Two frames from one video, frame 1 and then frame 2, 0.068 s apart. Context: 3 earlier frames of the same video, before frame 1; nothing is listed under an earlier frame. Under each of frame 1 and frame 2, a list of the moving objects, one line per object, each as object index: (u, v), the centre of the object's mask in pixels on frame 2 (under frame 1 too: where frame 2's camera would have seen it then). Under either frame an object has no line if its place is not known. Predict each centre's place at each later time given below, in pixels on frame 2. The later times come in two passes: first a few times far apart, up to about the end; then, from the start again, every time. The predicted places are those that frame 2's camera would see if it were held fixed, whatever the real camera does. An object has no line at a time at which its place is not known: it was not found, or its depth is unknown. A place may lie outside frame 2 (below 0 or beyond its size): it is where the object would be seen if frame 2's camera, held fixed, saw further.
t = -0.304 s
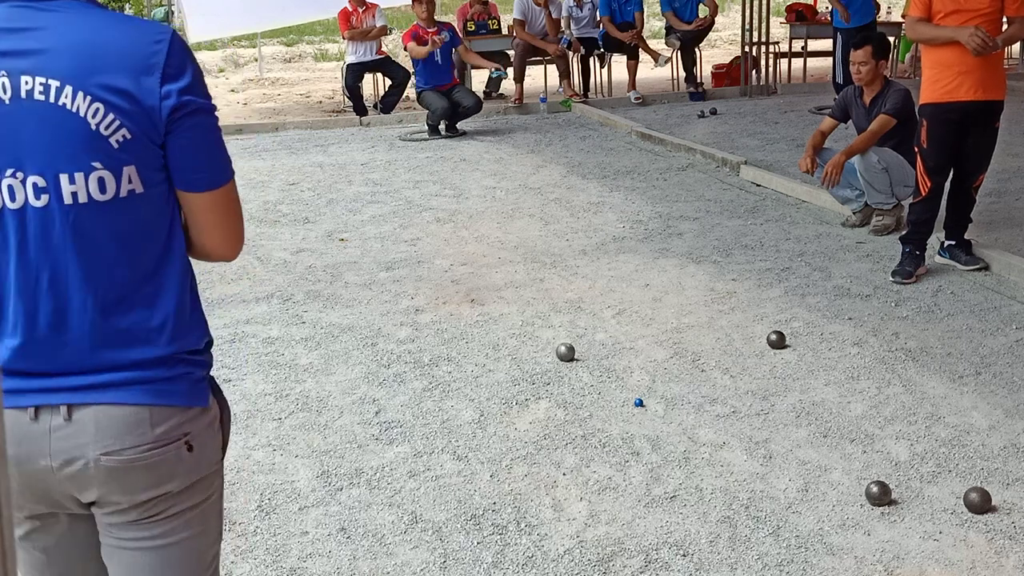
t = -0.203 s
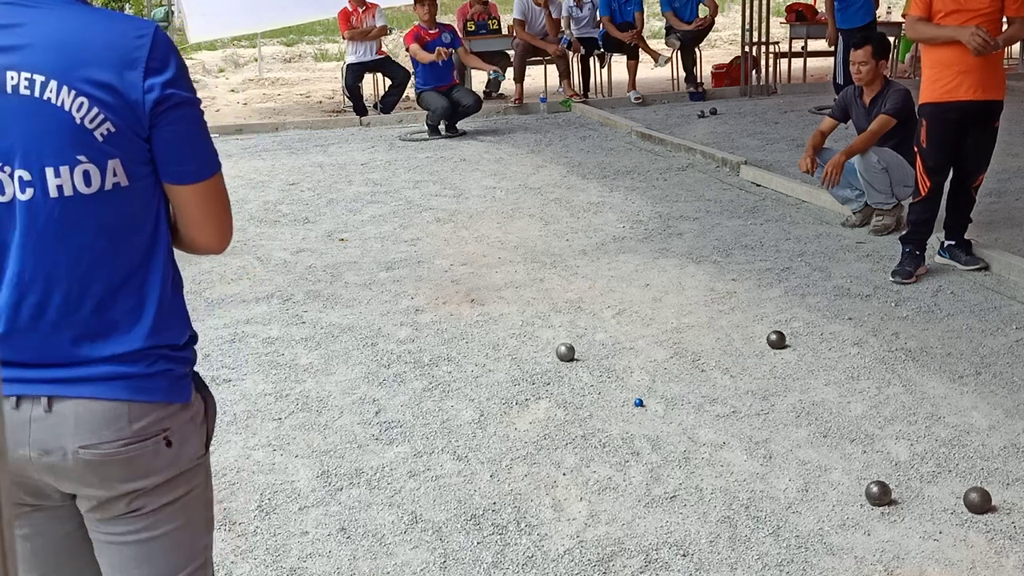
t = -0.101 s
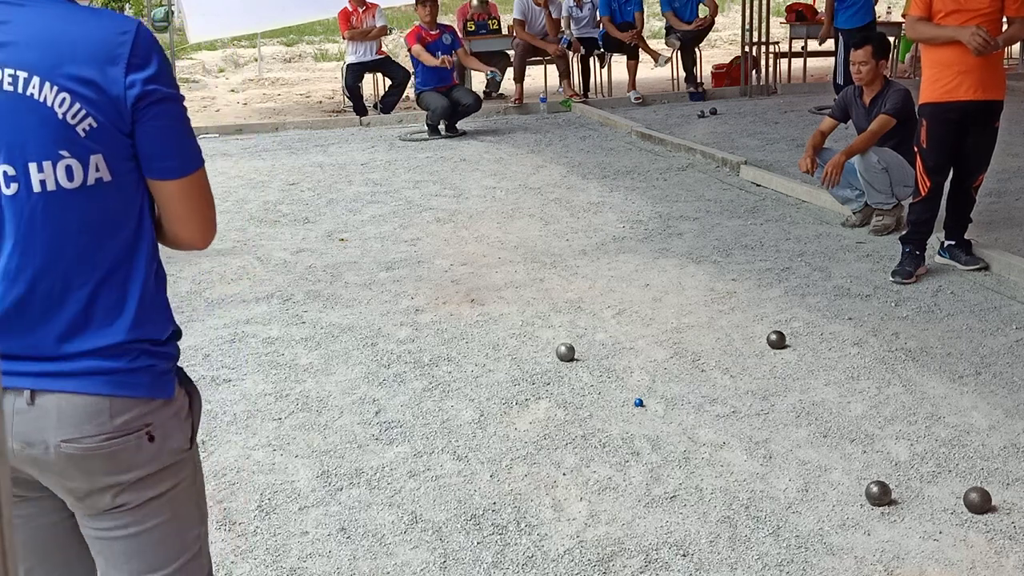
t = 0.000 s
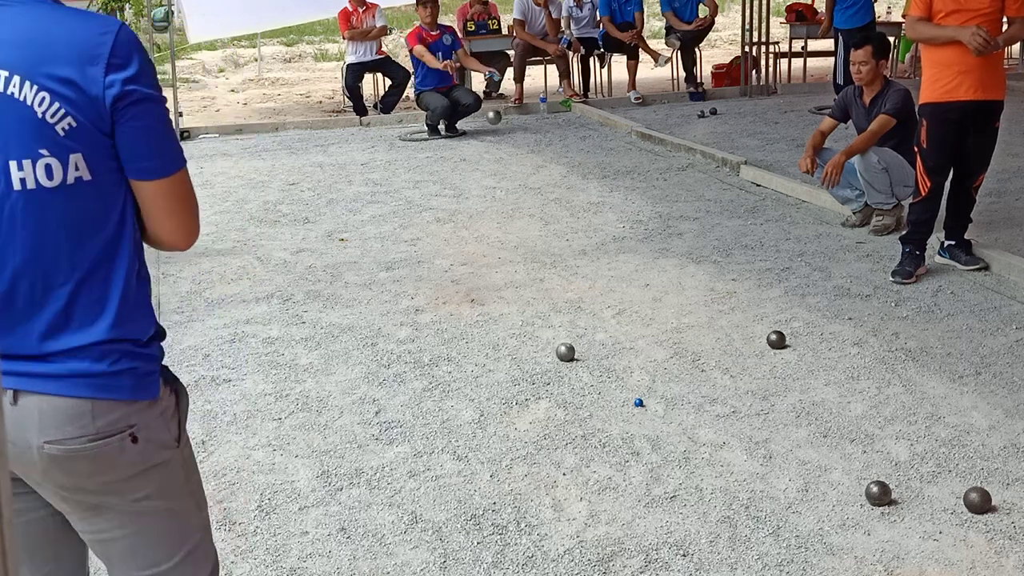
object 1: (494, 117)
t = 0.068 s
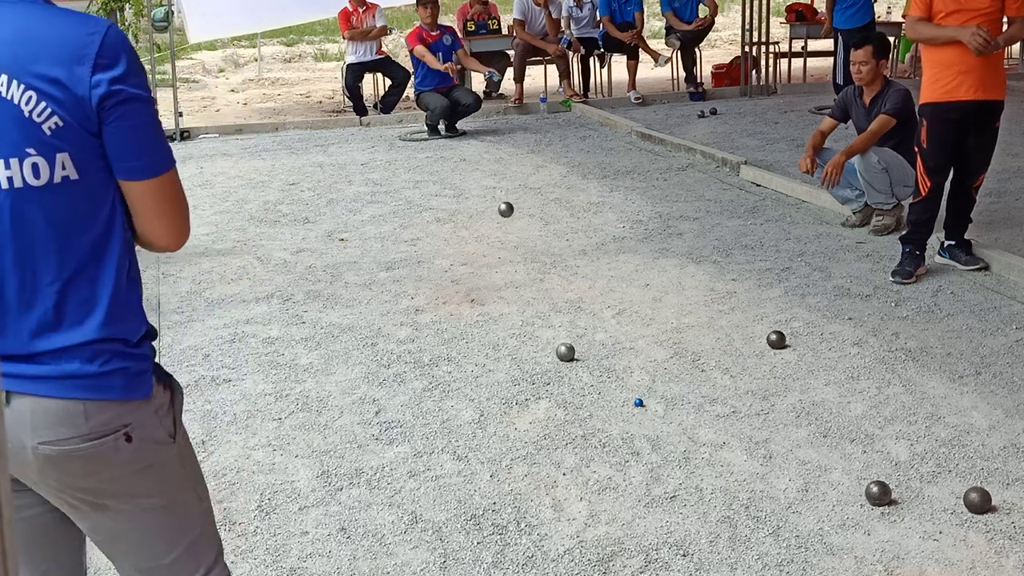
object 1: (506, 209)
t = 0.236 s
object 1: (527, 291)
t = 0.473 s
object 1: (547, 317)
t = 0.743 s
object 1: (564, 335)
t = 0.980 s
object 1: (565, 344)
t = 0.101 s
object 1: (512, 261)
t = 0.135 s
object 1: (519, 282)
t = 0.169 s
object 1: (521, 284)
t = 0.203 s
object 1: (523, 285)
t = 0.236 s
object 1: (527, 291)
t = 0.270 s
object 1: (530, 299)
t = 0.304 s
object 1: (533, 302)
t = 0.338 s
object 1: (536, 305)
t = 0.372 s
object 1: (539, 308)
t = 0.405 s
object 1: (541, 312)
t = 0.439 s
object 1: (544, 314)
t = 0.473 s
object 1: (547, 317)
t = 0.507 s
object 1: (549, 321)
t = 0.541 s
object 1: (552, 323)
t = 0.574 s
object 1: (555, 326)
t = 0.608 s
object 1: (557, 327)
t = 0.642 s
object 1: (560, 330)
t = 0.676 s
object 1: (562, 333)
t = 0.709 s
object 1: (563, 334)
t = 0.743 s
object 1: (564, 335)
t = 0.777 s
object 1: (564, 337)
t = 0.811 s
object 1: (564, 339)
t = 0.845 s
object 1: (564, 340)
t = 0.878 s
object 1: (564, 341)
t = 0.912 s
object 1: (564, 342)
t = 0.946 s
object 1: (565, 344)
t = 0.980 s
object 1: (565, 344)
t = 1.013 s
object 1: (565, 344)
